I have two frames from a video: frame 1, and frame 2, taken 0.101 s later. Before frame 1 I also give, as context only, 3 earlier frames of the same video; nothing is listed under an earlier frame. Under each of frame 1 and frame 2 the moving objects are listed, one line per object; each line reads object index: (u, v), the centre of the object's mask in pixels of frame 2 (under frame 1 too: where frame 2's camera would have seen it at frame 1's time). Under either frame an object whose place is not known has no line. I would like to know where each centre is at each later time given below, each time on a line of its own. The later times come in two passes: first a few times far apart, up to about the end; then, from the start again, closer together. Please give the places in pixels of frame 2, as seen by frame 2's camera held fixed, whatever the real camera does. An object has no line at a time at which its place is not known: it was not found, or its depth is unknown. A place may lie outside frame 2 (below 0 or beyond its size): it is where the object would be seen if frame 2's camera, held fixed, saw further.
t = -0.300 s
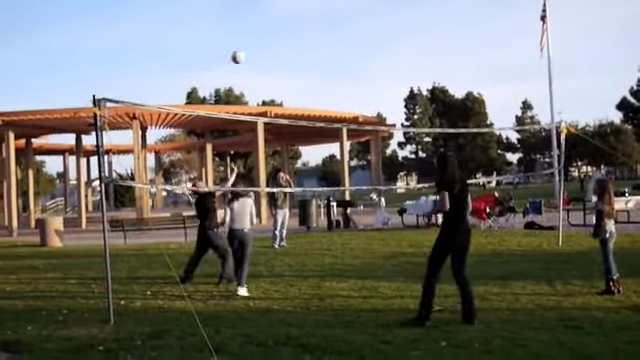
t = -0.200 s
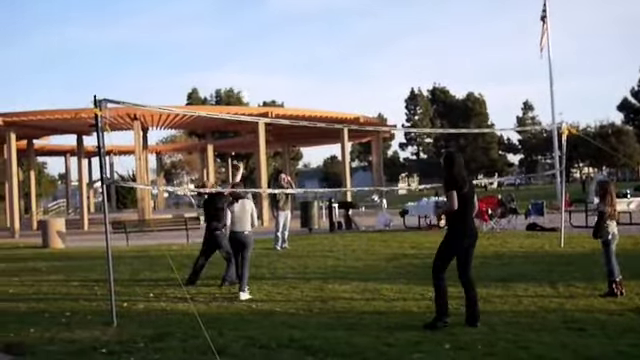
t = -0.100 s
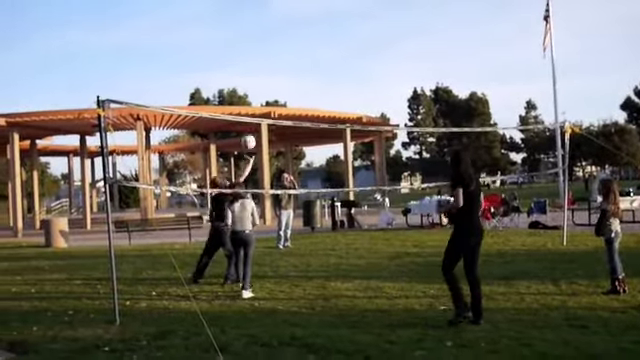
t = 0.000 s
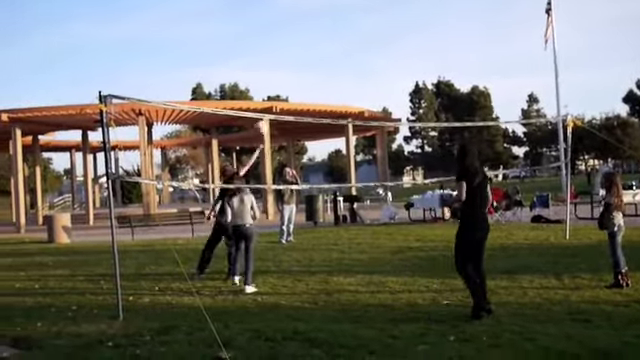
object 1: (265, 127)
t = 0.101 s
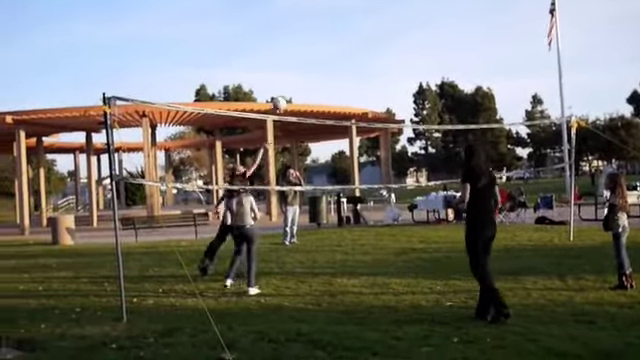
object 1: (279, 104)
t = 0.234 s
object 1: (296, 79)
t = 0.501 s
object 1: (335, 64)
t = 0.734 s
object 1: (368, 86)
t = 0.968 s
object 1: (402, 140)
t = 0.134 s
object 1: (284, 96)
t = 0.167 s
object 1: (287, 90)
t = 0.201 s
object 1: (292, 85)
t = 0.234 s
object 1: (296, 79)
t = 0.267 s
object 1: (302, 76)
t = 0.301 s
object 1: (307, 72)
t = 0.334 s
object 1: (312, 69)
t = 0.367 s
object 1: (316, 66)
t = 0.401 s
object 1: (321, 65)
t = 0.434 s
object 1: (325, 64)
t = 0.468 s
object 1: (329, 64)
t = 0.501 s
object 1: (335, 64)
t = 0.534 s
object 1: (341, 65)
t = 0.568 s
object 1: (345, 67)
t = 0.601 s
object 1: (350, 69)
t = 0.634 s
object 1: (354, 72)
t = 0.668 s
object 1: (359, 76)
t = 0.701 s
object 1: (363, 81)
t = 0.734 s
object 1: (368, 86)
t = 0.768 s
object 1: (372, 92)
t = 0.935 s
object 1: (400, 131)
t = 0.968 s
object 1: (402, 140)
